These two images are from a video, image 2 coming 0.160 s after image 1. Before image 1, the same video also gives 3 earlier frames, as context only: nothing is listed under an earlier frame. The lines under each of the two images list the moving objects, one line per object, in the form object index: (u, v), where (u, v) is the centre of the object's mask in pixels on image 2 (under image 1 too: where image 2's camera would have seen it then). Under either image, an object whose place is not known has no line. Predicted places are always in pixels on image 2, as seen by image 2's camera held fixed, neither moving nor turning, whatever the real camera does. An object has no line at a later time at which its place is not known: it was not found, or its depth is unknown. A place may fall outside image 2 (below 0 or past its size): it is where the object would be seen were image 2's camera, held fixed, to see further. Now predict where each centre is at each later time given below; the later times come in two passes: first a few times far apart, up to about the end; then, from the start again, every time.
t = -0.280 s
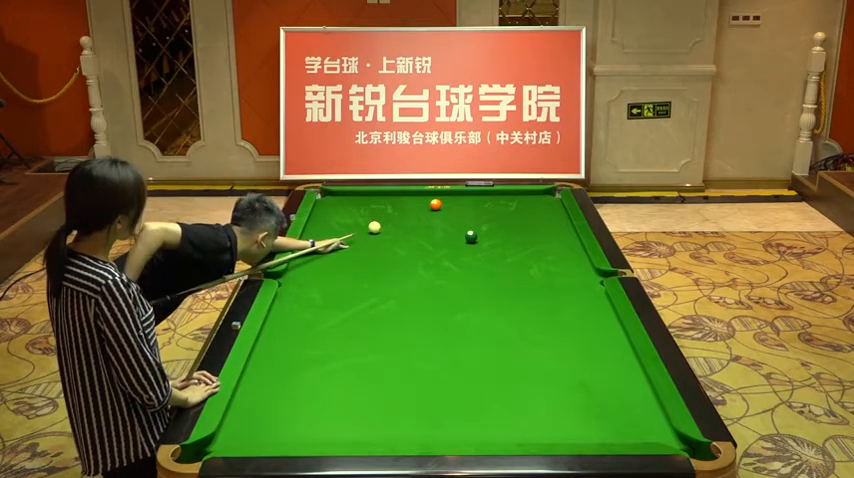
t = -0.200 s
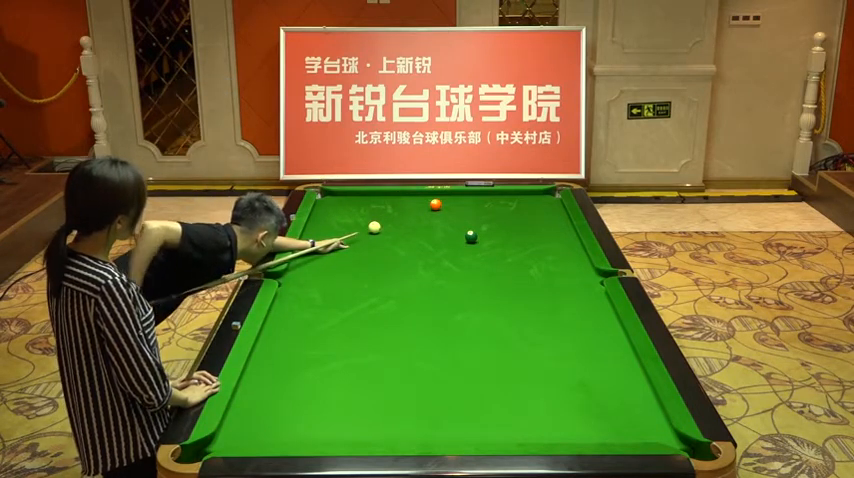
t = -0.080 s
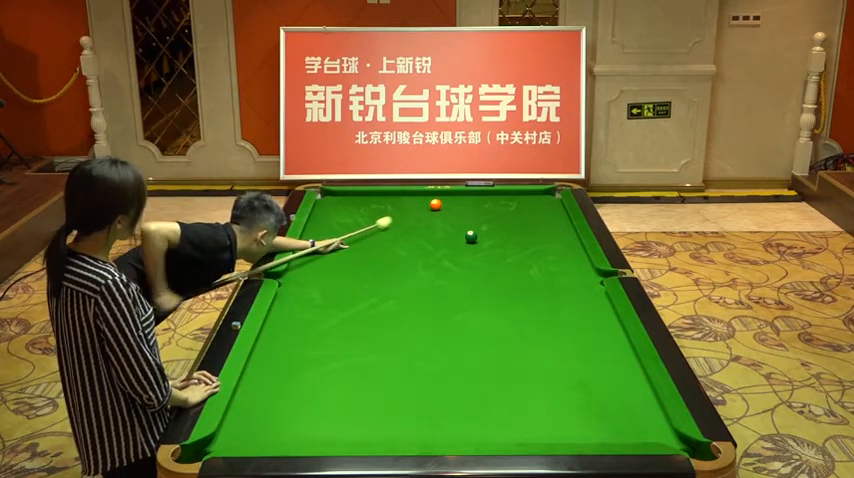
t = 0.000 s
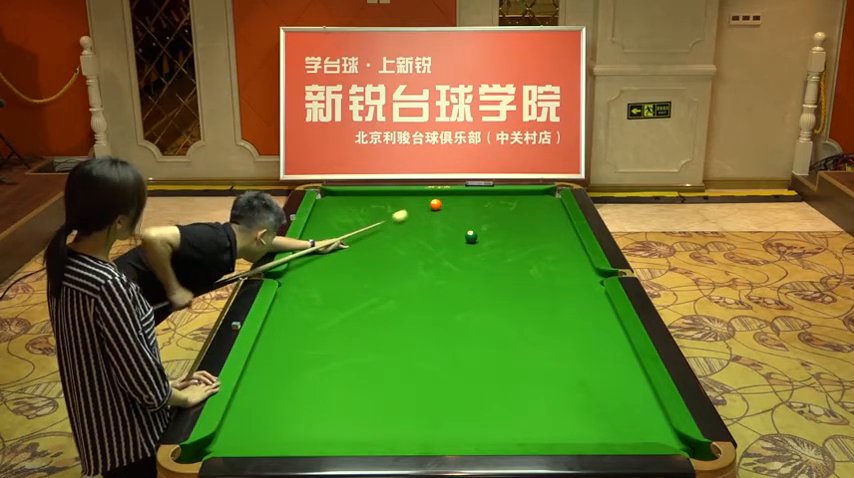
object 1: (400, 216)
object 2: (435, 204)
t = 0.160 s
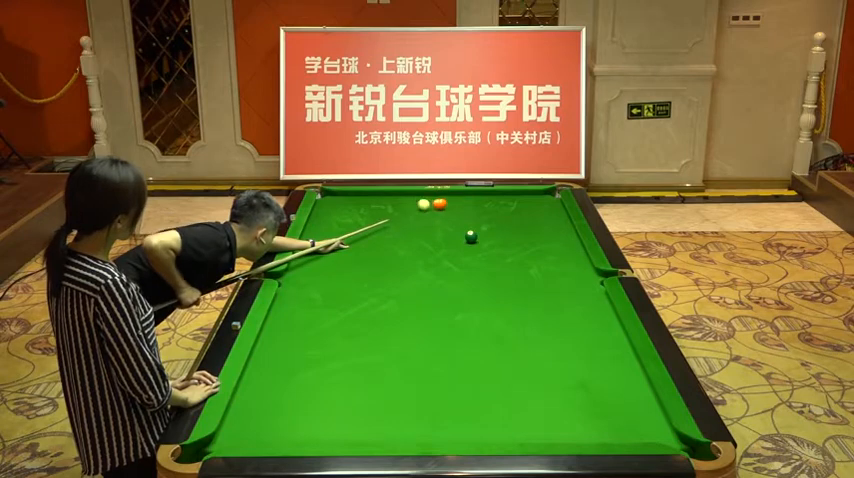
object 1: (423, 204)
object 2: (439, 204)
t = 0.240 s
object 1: (422, 200)
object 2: (454, 202)
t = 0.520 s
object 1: (421, 196)
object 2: (493, 198)
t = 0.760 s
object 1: (418, 206)
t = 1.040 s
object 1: (416, 217)
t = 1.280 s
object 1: (413, 228)
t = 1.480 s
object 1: (411, 236)
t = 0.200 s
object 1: (422, 202)
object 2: (447, 203)
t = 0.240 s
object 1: (422, 200)
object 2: (454, 202)
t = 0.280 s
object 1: (422, 198)
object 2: (461, 201)
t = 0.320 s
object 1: (422, 196)
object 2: (466, 201)
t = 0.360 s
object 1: (422, 194)
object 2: (471, 200)
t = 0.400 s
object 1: (422, 193)
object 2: (477, 199)
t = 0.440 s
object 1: (422, 193)
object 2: (483, 199)
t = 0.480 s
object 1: (421, 195)
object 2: (488, 198)
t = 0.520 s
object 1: (421, 196)
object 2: (493, 198)
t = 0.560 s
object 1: (420, 198)
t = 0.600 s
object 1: (420, 199)
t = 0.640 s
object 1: (420, 201)
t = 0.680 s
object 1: (419, 203)
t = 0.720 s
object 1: (419, 204)
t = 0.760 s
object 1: (418, 206)
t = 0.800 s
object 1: (418, 208)
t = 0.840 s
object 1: (418, 209)
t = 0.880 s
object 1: (417, 211)
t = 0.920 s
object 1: (417, 213)
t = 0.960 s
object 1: (416, 214)
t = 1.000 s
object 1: (416, 216)
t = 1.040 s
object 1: (416, 217)
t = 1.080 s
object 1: (415, 219)
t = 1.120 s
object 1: (415, 221)
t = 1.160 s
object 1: (414, 223)
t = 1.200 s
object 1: (414, 224)
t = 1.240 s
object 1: (413, 226)
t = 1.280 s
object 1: (413, 228)
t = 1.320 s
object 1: (412, 229)
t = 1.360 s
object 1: (412, 231)
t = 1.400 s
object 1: (411, 233)
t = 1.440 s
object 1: (411, 235)
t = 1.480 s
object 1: (411, 236)
